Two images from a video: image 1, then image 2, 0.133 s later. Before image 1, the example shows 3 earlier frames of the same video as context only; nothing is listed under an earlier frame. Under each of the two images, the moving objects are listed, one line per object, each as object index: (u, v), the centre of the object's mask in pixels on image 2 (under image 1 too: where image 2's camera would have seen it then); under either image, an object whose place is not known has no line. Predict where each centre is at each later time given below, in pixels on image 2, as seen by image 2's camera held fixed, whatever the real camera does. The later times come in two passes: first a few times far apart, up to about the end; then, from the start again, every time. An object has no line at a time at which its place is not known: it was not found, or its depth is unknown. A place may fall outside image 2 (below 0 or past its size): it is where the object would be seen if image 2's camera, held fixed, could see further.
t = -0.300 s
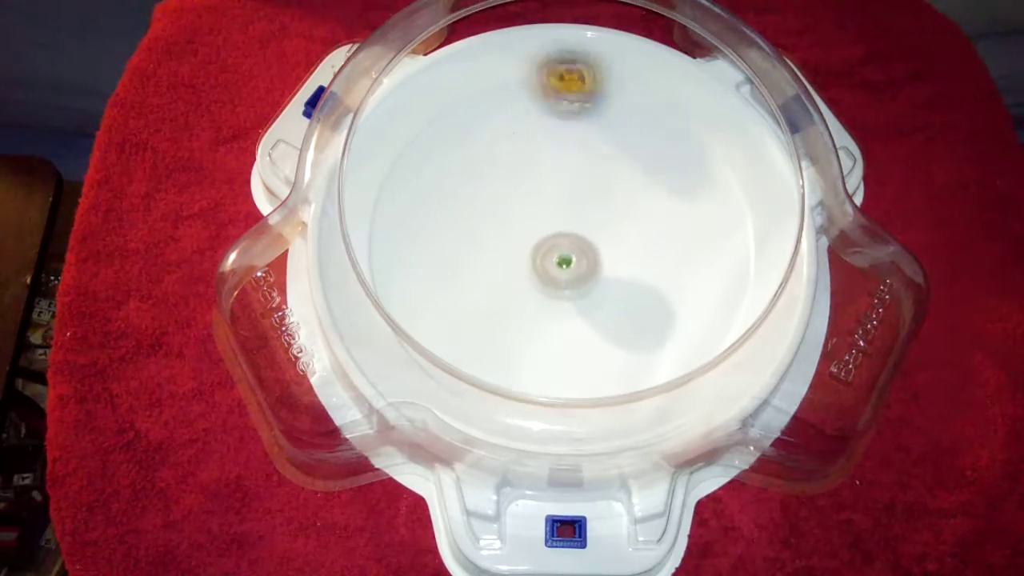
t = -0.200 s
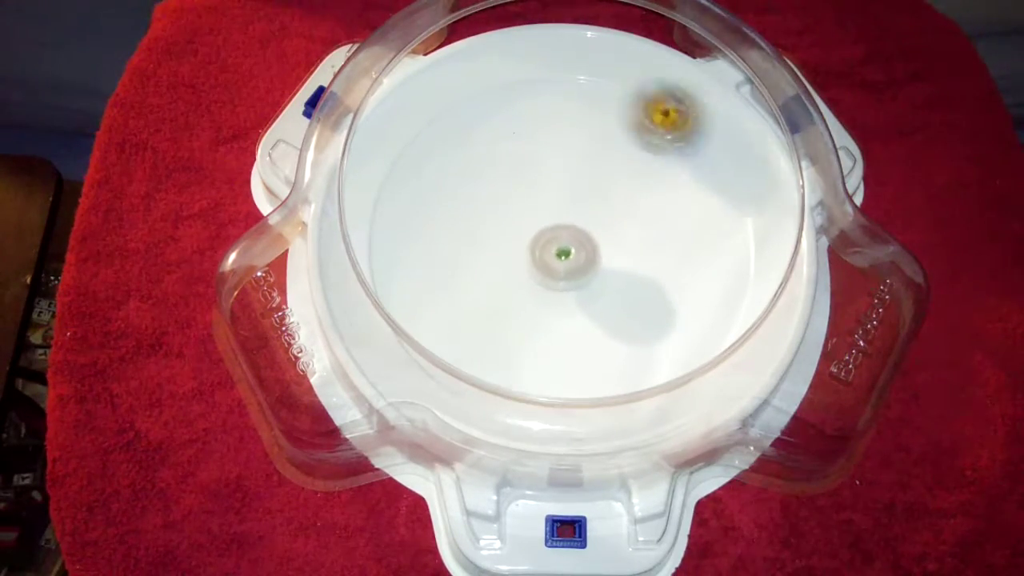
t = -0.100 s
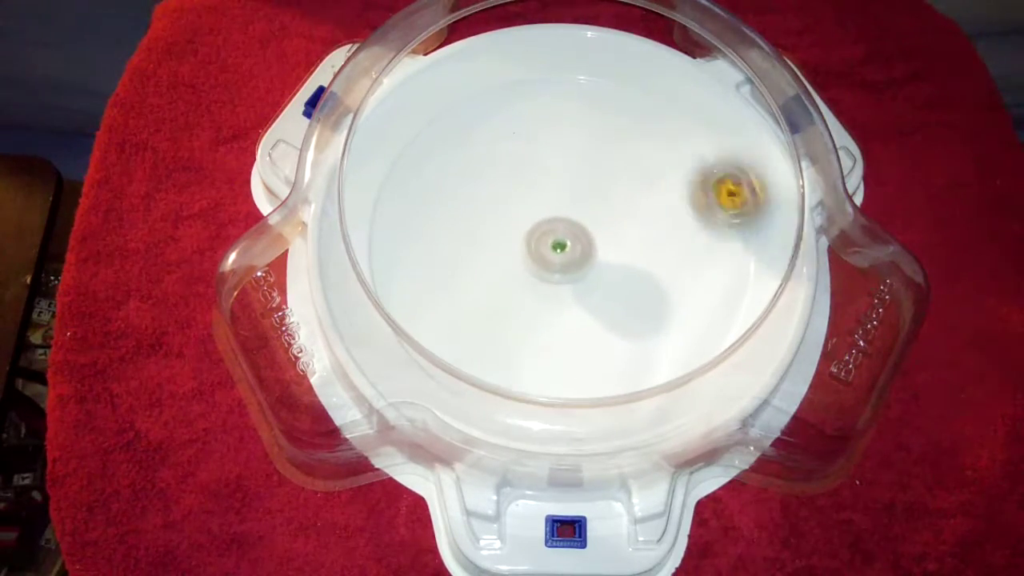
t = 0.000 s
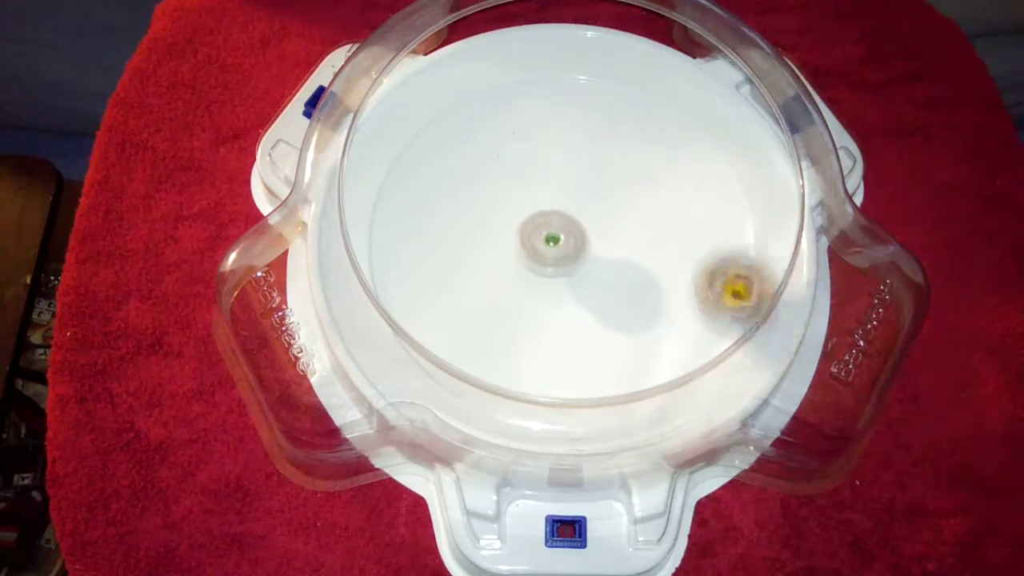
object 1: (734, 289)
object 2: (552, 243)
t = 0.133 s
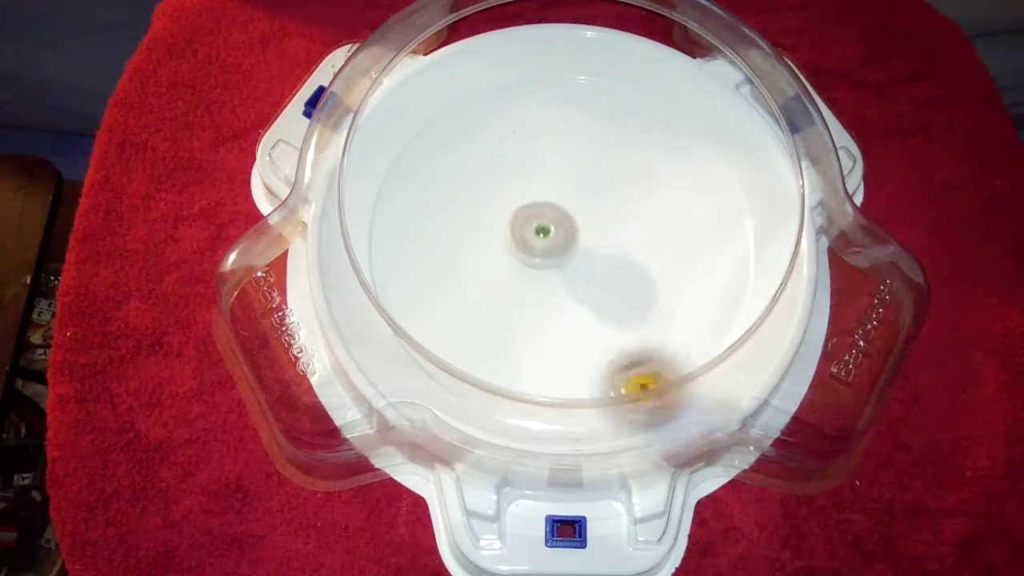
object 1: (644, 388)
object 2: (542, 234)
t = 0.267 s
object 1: (498, 378)
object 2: (536, 227)
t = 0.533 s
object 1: (431, 164)
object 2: (539, 217)
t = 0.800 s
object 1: (644, 93)
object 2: (559, 211)
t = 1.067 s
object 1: (728, 293)
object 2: (581, 210)
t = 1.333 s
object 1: (481, 335)
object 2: (595, 216)
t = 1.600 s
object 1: (433, 138)
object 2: (594, 228)
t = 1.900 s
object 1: (662, 118)
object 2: (581, 247)
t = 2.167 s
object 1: (661, 332)
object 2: (567, 261)
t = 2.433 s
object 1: (439, 316)
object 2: (553, 259)
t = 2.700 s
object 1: (470, 133)
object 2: (544, 246)
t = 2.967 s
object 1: (677, 154)
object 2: (542, 228)
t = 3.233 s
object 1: (667, 343)
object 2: (552, 212)
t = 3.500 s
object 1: (458, 298)
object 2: (570, 206)
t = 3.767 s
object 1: (496, 123)
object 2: (587, 214)
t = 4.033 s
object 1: (682, 145)
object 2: (594, 230)
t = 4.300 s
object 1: (637, 329)
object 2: (588, 250)
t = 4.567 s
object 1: (443, 282)
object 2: (572, 262)
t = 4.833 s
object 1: (489, 125)
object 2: (552, 260)
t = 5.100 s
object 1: (666, 176)
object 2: (539, 244)
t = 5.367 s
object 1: (625, 345)
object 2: (540, 224)
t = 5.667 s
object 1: (449, 262)
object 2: (559, 208)
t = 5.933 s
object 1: (544, 131)
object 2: (581, 206)
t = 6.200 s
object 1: (692, 201)
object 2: (596, 222)
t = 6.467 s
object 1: (585, 330)
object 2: (595, 246)
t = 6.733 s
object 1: (454, 228)
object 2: (576, 262)
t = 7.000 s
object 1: (554, 123)
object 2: (552, 264)
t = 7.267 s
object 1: (664, 233)
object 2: (536, 248)
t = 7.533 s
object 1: (543, 331)
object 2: (537, 224)
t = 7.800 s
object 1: (464, 215)
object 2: (556, 207)
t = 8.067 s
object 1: (583, 137)
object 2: (606, 214)
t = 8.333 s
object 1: (673, 199)
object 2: (611, 297)
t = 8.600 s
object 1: (549, 236)
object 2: (577, 350)
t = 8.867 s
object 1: (508, 141)
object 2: (556, 286)
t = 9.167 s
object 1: (598, 221)
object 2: (504, 217)
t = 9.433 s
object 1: (557, 311)
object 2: (497, 203)
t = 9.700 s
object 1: (509, 248)
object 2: (541, 176)
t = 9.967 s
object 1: (545, 283)
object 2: (595, 161)
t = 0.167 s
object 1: (609, 396)
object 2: (540, 232)
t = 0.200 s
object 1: (573, 400)
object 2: (538, 230)
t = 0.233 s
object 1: (534, 395)
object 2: (538, 228)
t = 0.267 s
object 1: (498, 378)
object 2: (536, 227)
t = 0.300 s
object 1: (469, 361)
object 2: (536, 225)
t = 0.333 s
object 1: (446, 339)
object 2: (535, 223)
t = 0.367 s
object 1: (427, 308)
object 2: (535, 222)
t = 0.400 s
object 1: (414, 283)
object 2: (536, 221)
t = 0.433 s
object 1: (408, 250)
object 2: (536, 220)
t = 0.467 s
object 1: (410, 220)
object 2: (536, 219)
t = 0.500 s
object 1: (416, 191)
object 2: (538, 218)
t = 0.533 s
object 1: (431, 164)
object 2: (539, 217)
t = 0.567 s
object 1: (448, 140)
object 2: (542, 216)
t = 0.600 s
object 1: (469, 120)
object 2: (544, 213)
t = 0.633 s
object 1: (496, 104)
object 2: (546, 213)
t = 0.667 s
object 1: (525, 92)
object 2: (549, 213)
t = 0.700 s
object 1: (555, 84)
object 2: (551, 213)
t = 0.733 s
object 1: (585, 82)
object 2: (553, 212)
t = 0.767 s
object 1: (614, 85)
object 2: (556, 212)
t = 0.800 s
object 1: (644, 93)
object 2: (559, 211)
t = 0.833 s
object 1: (673, 105)
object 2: (561, 211)
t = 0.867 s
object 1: (698, 122)
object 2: (564, 210)
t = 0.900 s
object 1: (718, 143)
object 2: (567, 210)
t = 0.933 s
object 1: (733, 168)
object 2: (570, 210)
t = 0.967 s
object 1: (743, 200)
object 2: (572, 210)
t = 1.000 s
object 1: (746, 230)
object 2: (575, 210)
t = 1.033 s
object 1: (741, 260)
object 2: (578, 210)
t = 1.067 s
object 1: (728, 293)
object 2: (581, 210)
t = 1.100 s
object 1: (708, 319)
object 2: (583, 210)
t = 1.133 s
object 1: (678, 341)
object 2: (586, 211)
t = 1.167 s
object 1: (647, 354)
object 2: (588, 211)
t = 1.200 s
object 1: (614, 361)
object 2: (590, 212)
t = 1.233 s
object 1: (577, 366)
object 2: (591, 212)
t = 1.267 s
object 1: (544, 362)
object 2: (593, 214)
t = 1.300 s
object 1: (510, 350)
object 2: (594, 215)
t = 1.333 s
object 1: (481, 335)
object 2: (595, 216)
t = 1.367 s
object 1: (456, 317)
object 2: (596, 216)
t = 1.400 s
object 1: (437, 294)
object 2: (596, 218)
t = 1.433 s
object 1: (422, 269)
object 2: (596, 220)
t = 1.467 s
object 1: (412, 241)
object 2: (596, 221)
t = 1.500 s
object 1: (409, 217)
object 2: (596, 222)
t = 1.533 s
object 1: (412, 188)
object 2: (595, 224)
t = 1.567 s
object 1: (420, 161)
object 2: (594, 226)
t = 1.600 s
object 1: (433, 138)
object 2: (594, 228)
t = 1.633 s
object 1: (451, 117)
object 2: (592, 230)
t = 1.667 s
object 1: (473, 100)
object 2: (591, 231)
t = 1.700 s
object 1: (497, 88)
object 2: (590, 234)
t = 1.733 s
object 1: (524, 80)
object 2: (588, 236)
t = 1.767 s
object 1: (553, 76)
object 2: (587, 238)
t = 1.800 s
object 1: (582, 79)
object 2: (585, 241)
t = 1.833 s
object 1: (611, 88)
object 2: (584, 243)
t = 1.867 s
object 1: (637, 101)
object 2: (583, 246)
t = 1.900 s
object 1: (662, 118)
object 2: (581, 247)
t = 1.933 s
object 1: (682, 140)
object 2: (580, 250)
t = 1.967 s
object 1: (695, 165)
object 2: (578, 252)
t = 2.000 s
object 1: (705, 194)
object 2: (576, 254)
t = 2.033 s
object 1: (708, 223)
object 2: (574, 256)
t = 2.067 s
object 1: (706, 253)
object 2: (572, 258)
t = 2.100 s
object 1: (698, 281)
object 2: (571, 259)
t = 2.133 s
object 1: (682, 308)
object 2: (569, 261)
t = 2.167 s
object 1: (661, 332)
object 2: (567, 261)
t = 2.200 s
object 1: (636, 349)
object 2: (565, 262)
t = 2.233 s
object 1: (609, 361)
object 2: (563, 262)
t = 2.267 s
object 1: (577, 368)
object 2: (562, 262)
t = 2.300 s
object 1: (547, 368)
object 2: (560, 262)
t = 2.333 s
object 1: (514, 363)
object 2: (558, 262)
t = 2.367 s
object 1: (487, 350)
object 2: (557, 261)
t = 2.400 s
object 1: (461, 335)
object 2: (555, 260)
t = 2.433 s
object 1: (439, 316)
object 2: (553, 259)
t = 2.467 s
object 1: (422, 296)
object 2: (551, 258)
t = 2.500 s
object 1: (410, 271)
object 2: (550, 257)
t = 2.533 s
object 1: (407, 244)
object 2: (549, 255)
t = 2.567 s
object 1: (409, 219)
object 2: (547, 254)
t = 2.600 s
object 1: (415, 193)
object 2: (546, 252)
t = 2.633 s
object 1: (429, 169)
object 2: (545, 250)
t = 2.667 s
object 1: (447, 149)
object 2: (544, 248)
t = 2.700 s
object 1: (470, 133)
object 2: (544, 246)
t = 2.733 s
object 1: (494, 120)
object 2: (543, 244)
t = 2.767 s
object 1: (520, 113)
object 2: (542, 242)
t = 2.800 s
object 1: (549, 109)
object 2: (542, 239)
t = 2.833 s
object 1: (577, 110)
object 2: (542, 237)
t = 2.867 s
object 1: (604, 115)
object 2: (542, 234)
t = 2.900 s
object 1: (629, 123)
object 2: (542, 232)
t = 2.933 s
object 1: (655, 137)
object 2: (542, 230)
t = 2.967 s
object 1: (677, 154)
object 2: (542, 228)
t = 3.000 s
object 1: (694, 175)
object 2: (542, 226)
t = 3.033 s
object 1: (707, 197)
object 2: (543, 224)
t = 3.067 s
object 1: (716, 222)
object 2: (545, 222)
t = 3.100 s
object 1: (719, 249)
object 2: (546, 220)
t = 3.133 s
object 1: (714, 276)
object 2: (547, 218)
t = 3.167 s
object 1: (706, 301)
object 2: (548, 216)
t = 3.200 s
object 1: (688, 324)
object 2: (550, 215)
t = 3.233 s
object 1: (667, 343)
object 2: (552, 212)
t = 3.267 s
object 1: (638, 356)
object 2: (554, 211)
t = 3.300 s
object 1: (610, 363)
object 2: (557, 209)
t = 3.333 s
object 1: (580, 366)
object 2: (559, 209)
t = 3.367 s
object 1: (550, 363)
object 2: (561, 208)
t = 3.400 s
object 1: (520, 354)
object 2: (563, 209)
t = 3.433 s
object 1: (494, 339)
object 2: (565, 208)
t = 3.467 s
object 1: (474, 320)
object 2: (568, 206)
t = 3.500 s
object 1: (458, 298)
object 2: (570, 206)
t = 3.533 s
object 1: (446, 274)
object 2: (572, 208)
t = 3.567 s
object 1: (440, 250)
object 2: (574, 208)
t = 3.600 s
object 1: (440, 226)
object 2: (576, 209)
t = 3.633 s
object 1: (442, 201)
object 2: (578, 209)
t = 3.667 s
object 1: (450, 178)
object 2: (581, 210)
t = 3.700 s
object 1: (461, 156)
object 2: (582, 211)
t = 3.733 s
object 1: (477, 139)
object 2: (584, 212)
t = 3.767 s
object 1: (496, 123)
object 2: (587, 214)
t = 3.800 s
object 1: (518, 110)
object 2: (588, 216)
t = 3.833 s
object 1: (542, 102)
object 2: (590, 218)
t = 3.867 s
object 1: (568, 99)
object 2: (591, 220)
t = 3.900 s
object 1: (594, 98)
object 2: (593, 222)
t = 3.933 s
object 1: (618, 103)
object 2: (593, 224)
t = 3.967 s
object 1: (642, 112)
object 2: (594, 226)
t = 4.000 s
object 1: (664, 128)
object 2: (594, 228)
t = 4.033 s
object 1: (682, 145)
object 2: (594, 230)
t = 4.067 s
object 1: (695, 166)
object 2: (594, 232)
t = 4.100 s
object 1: (704, 190)
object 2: (594, 235)
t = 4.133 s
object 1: (706, 216)
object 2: (593, 237)
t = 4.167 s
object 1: (704, 243)
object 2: (593, 239)
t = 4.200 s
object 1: (695, 267)
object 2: (592, 242)
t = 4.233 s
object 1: (681, 288)
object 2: (590, 243)
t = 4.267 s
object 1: (661, 308)
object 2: (589, 246)
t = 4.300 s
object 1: (637, 329)
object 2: (588, 250)
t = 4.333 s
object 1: (612, 338)
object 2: (586, 252)
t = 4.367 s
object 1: (582, 343)
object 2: (585, 254)
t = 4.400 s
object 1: (553, 344)
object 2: (583, 257)
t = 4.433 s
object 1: (527, 340)
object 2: (581, 258)
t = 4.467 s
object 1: (501, 331)
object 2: (579, 260)
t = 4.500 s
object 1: (477, 318)
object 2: (576, 261)
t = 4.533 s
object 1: (458, 300)
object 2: (574, 261)
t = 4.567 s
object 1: (443, 282)
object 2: (572, 262)
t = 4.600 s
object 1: (431, 260)
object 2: (569, 263)
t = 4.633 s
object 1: (425, 237)
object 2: (567, 263)
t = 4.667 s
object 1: (423, 215)
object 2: (564, 263)
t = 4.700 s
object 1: (427, 192)
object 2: (561, 263)
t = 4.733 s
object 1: (436, 171)
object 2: (559, 262)
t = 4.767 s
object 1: (449, 153)
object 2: (556, 262)
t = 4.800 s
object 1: (468, 138)
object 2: (554, 261)
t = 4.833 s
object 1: (489, 125)
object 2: (552, 260)
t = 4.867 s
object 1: (512, 117)
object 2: (550, 258)
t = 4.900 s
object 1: (537, 113)
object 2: (548, 257)
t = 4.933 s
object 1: (562, 114)
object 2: (546, 255)
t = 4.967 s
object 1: (586, 119)
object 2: (544, 253)
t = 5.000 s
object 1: (610, 129)
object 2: (543, 251)
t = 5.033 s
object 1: (630, 141)
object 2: (542, 248)
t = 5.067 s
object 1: (651, 157)
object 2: (540, 246)
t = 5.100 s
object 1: (666, 176)
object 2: (539, 244)
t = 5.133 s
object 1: (677, 197)
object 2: (539, 241)
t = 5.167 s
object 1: (684, 220)
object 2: (538, 239)
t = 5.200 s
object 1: (687, 244)
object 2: (538, 237)
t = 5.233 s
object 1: (684, 267)
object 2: (538, 234)
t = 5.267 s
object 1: (677, 291)
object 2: (538, 231)
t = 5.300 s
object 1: (665, 311)
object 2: (538, 229)
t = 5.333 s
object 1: (646, 331)
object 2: (539, 226)
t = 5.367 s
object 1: (625, 345)
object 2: (540, 224)
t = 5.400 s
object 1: (601, 354)
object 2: (541, 221)
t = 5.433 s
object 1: (576, 357)
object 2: (543, 219)
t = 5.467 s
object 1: (549, 356)
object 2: (544, 217)
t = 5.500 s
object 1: (524, 349)
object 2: (546, 215)
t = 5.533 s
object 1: (500, 339)
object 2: (548, 213)
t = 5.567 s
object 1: (481, 322)
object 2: (551, 211)
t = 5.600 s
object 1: (466, 305)
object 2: (553, 210)
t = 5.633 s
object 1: (454, 283)
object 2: (556, 209)
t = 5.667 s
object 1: (449, 262)
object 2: (559, 208)
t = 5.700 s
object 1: (447, 239)
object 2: (561, 207)
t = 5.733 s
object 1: (451, 218)
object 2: (564, 206)
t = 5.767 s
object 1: (458, 198)
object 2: (567, 205)
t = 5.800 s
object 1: (470, 178)
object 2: (569, 206)
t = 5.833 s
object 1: (485, 162)
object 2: (572, 206)
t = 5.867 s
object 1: (503, 148)
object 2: (575, 205)
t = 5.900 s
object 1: (522, 138)
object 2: (579, 206)
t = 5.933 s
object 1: (544, 131)
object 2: (581, 206)
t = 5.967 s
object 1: (567, 126)
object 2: (584, 207)
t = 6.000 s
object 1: (590, 126)
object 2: (586, 209)
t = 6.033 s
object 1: (613, 130)
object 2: (588, 211)
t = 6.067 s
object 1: (634, 138)
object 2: (591, 213)
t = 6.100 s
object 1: (654, 149)
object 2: (592, 215)
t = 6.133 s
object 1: (672, 164)
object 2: (594, 217)
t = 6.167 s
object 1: (683, 181)
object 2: (595, 220)
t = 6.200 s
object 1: (692, 201)
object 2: (596, 222)
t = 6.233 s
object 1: (695, 223)
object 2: (597, 225)
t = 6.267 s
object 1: (694, 244)
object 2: (597, 227)
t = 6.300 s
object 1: (686, 266)
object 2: (597, 230)
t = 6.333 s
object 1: (674, 289)
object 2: (598, 233)
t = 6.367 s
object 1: (658, 305)
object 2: (598, 236)
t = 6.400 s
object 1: (634, 319)
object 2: (597, 240)
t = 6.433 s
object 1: (611, 326)
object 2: (596, 243)
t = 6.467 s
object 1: (585, 330)
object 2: (595, 246)
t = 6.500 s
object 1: (562, 329)
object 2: (593, 248)
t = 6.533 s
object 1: (537, 323)
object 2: (592, 250)
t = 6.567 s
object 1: (515, 315)
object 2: (590, 252)
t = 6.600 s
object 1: (495, 301)
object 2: (588, 254)
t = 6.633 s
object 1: (480, 285)
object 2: (585, 257)
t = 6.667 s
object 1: (467, 268)
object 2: (583, 259)
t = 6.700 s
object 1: (458, 249)
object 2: (580, 261)
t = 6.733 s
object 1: (454, 228)
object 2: (576, 262)
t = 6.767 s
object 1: (454, 208)
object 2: (573, 263)
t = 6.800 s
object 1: (458, 189)
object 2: (571, 263)
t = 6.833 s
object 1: (465, 170)
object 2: (567, 265)
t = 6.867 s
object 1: (477, 154)
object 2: (563, 265)
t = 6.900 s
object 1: (494, 140)
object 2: (560, 266)
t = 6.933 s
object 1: (512, 131)
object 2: (557, 265)
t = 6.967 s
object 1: (532, 125)
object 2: (555, 265)
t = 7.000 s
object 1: (554, 123)
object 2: (552, 264)
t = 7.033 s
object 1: (575, 126)
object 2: (549, 262)
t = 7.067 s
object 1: (597, 132)
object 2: (546, 261)
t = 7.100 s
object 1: (616, 141)
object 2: (543, 259)
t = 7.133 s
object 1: (631, 155)
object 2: (541, 257)
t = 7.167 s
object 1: (645, 173)
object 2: (539, 255)
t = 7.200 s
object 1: (655, 192)
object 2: (538, 253)
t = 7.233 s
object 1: (661, 213)
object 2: (537, 251)
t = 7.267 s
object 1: (664, 233)
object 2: (536, 248)
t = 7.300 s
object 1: (660, 253)
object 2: (535, 245)
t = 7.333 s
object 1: (653, 275)
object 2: (535, 242)
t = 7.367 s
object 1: (641, 293)
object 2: (534, 239)
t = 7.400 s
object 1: (627, 308)
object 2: (534, 236)
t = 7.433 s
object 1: (609, 319)
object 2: (534, 233)
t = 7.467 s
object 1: (588, 328)
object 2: (535, 230)
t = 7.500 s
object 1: (566, 332)
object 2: (536, 227)
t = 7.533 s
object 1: (543, 331)
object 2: (537, 224)
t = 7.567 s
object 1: (521, 326)
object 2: (539, 221)
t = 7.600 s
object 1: (503, 318)
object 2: (541, 218)
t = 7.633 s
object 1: (485, 304)
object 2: (543, 215)
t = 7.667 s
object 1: (472, 288)
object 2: (545, 213)
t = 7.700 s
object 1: (463, 270)
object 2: (548, 211)
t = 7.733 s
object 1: (459, 251)
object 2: (551, 209)
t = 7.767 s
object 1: (460, 232)
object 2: (553, 208)
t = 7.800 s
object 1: (464, 215)
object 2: (556, 207)
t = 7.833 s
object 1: (473, 198)
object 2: (559, 204)
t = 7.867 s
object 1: (485, 182)
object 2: (563, 203)
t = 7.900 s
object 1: (497, 169)
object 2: (571, 203)
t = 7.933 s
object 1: (511, 156)
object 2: (579, 205)
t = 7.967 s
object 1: (529, 148)
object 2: (586, 205)
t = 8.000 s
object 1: (548, 142)
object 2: (592, 206)
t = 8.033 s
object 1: (566, 139)
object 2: (598, 209)
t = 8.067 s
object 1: (583, 137)
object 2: (606, 214)
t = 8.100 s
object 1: (601, 135)
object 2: (612, 224)
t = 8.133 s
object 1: (618, 137)
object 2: (618, 231)
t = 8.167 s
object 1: (634, 143)
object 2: (621, 237)
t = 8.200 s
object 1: (648, 155)
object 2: (625, 241)
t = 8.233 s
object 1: (657, 170)
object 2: (627, 245)
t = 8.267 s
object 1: (666, 178)
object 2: (622, 262)
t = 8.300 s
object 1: (672, 187)
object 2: (616, 280)
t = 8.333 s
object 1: (673, 199)
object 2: (611, 297)
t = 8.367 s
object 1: (668, 214)
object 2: (605, 311)
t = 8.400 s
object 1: (658, 227)
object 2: (599, 324)
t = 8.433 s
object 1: (644, 237)
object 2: (595, 335)
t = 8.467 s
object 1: (625, 244)
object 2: (590, 343)
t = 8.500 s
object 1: (606, 246)
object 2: (587, 348)
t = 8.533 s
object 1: (586, 246)
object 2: (583, 351)
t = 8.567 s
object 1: (567, 243)
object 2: (580, 352)
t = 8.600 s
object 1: (549, 236)
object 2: (577, 350)
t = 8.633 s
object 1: (534, 228)
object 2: (574, 347)
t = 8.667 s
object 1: (520, 216)
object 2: (572, 341)
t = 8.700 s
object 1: (510, 204)
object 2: (569, 334)
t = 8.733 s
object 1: (501, 191)
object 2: (568, 326)
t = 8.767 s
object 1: (496, 177)
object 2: (565, 317)
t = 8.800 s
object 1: (496, 163)
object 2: (562, 307)
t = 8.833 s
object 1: (499, 151)
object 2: (559, 296)
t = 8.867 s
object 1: (508, 141)
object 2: (556, 286)
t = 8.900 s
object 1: (520, 135)
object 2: (552, 276)
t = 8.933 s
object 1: (534, 133)
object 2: (548, 266)
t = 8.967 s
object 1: (548, 136)
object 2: (544, 256)
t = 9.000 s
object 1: (562, 146)
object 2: (537, 247)
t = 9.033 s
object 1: (574, 159)
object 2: (532, 238)
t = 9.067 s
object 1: (583, 175)
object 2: (526, 230)
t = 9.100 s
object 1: (587, 192)
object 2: (520, 223)
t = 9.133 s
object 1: (591, 206)
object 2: (513, 220)
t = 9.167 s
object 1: (598, 221)
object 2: (504, 217)
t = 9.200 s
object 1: (605, 234)
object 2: (498, 215)
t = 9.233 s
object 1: (608, 249)
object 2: (494, 212)
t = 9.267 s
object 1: (608, 264)
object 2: (492, 210)
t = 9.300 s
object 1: (604, 280)
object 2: (491, 209)
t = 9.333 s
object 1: (595, 293)
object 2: (491, 207)
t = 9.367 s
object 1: (586, 302)
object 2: (493, 205)
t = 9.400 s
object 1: (571, 309)
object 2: (495, 204)
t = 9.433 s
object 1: (557, 311)
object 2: (497, 203)
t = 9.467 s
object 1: (540, 310)
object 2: (500, 202)
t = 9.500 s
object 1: (526, 304)
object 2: (504, 201)
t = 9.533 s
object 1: (515, 294)
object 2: (508, 199)
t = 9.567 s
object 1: (508, 282)
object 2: (513, 199)
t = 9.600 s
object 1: (505, 270)
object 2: (518, 197)
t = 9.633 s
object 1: (504, 261)
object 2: (525, 188)
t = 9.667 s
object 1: (505, 255)
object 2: (533, 180)
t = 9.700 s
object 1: (509, 248)
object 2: (541, 176)
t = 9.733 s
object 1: (516, 242)
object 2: (547, 174)
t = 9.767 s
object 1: (525, 240)
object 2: (554, 170)
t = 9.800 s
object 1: (531, 244)
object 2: (564, 161)
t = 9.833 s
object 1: (536, 252)
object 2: (573, 156)
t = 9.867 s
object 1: (540, 261)
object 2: (581, 154)
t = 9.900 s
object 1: (544, 268)
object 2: (586, 154)
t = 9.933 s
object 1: (545, 276)
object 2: (591, 157)
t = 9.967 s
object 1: (545, 283)
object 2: (595, 161)
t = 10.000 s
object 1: (544, 288)
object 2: (599, 165)
